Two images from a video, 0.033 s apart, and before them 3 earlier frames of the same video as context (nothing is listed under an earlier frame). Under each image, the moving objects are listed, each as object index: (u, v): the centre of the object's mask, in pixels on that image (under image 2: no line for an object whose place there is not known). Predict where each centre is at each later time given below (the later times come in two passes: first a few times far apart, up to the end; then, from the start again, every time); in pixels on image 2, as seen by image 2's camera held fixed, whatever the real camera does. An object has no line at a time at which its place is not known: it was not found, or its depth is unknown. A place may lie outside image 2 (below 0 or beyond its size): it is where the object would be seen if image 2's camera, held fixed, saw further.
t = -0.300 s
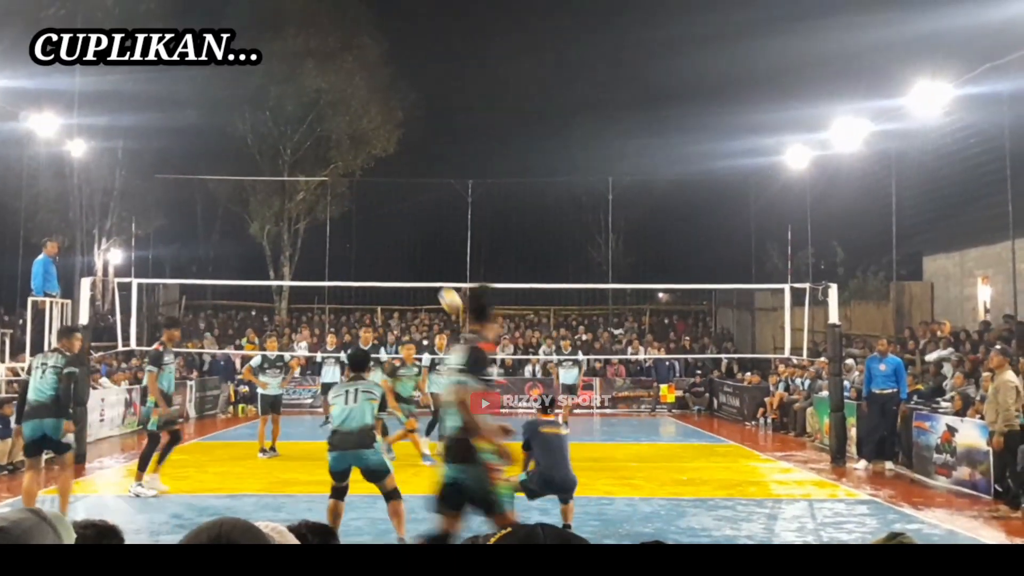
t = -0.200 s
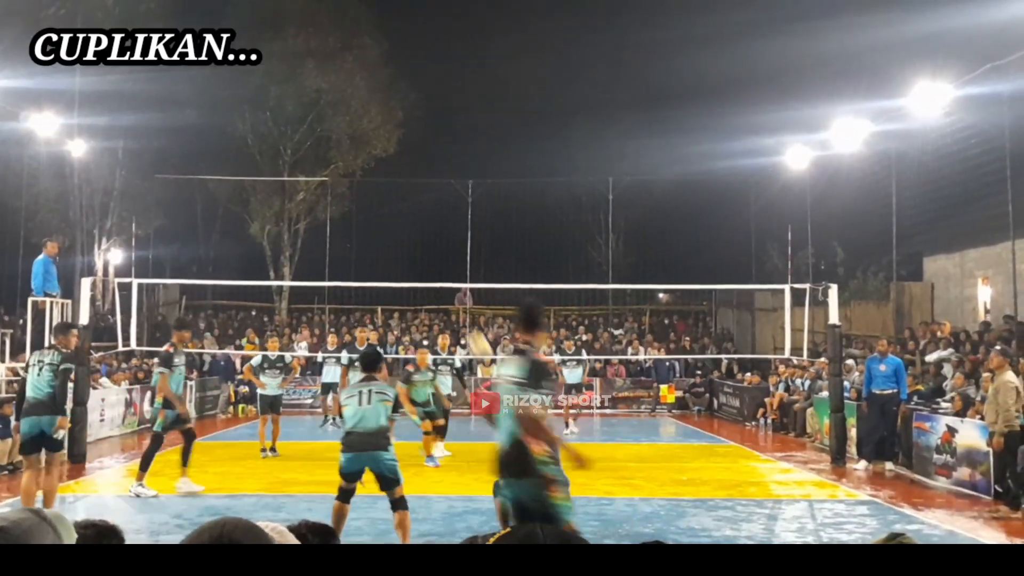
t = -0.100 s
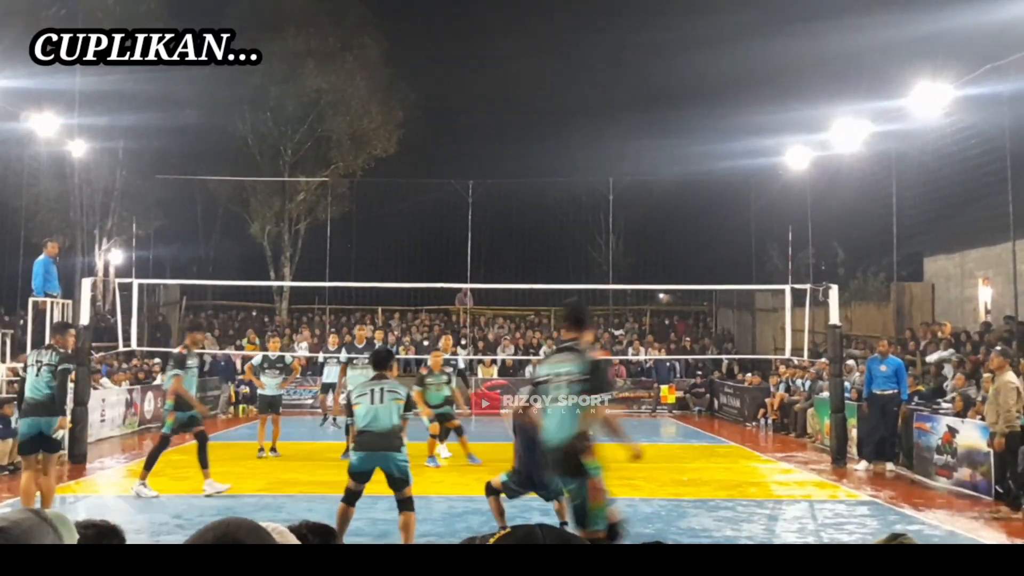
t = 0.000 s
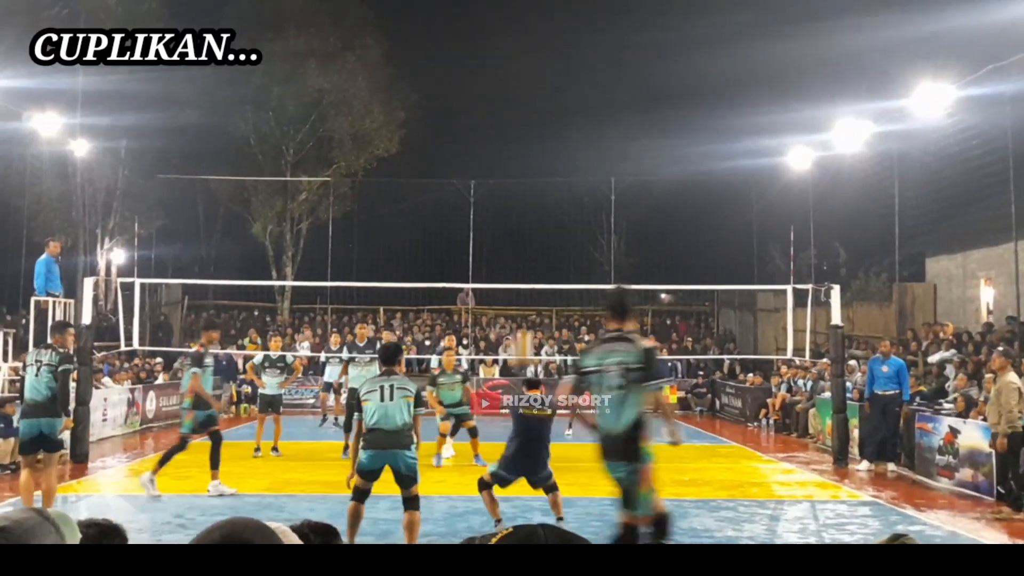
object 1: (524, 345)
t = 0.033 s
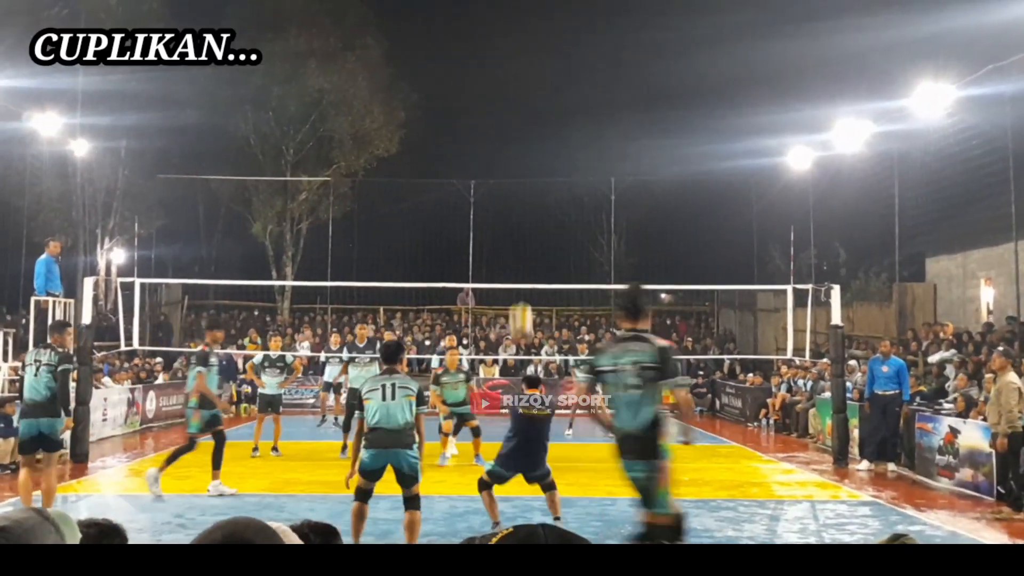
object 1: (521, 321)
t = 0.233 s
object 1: (515, 193)
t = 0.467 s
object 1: (508, 108)
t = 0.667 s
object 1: (502, 82)
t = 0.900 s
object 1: (495, 97)
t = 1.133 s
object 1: (490, 151)
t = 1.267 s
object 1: (488, 199)
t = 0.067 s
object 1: (520, 295)
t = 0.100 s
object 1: (519, 269)
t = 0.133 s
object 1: (518, 251)
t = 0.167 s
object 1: (517, 230)
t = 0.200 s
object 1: (516, 211)
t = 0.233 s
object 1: (515, 193)
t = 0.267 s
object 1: (514, 176)
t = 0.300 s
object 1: (513, 162)
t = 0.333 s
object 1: (512, 149)
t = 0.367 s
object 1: (511, 137)
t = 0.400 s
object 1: (510, 126)
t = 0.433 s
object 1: (509, 117)
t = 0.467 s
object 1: (508, 108)
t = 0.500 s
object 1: (507, 102)
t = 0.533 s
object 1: (506, 95)
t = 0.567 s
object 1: (505, 91)
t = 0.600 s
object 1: (504, 87)
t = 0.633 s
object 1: (503, 84)
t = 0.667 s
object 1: (502, 82)
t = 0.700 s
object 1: (501, 82)
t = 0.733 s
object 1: (500, 82)
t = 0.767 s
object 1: (499, 83)
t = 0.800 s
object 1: (498, 85)
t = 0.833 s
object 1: (497, 88)
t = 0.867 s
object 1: (496, 92)
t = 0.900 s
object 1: (495, 97)
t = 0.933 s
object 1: (495, 102)
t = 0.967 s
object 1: (494, 108)
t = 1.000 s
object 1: (493, 115)
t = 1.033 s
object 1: (492, 124)
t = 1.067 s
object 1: (492, 132)
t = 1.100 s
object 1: (491, 141)
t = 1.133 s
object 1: (490, 151)
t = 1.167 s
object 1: (489, 163)
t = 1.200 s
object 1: (489, 174)
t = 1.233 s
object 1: (488, 186)
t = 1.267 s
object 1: (488, 199)
